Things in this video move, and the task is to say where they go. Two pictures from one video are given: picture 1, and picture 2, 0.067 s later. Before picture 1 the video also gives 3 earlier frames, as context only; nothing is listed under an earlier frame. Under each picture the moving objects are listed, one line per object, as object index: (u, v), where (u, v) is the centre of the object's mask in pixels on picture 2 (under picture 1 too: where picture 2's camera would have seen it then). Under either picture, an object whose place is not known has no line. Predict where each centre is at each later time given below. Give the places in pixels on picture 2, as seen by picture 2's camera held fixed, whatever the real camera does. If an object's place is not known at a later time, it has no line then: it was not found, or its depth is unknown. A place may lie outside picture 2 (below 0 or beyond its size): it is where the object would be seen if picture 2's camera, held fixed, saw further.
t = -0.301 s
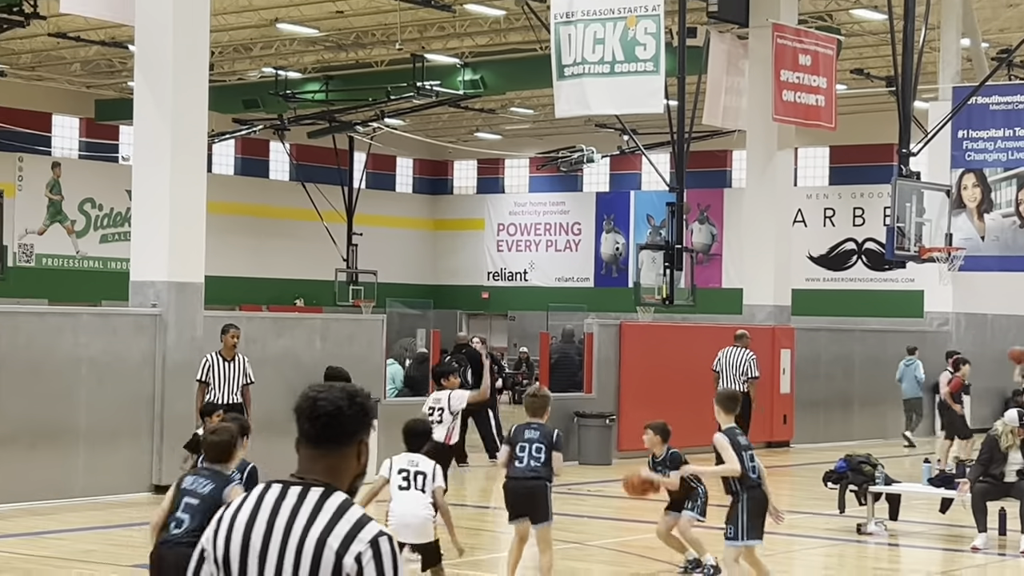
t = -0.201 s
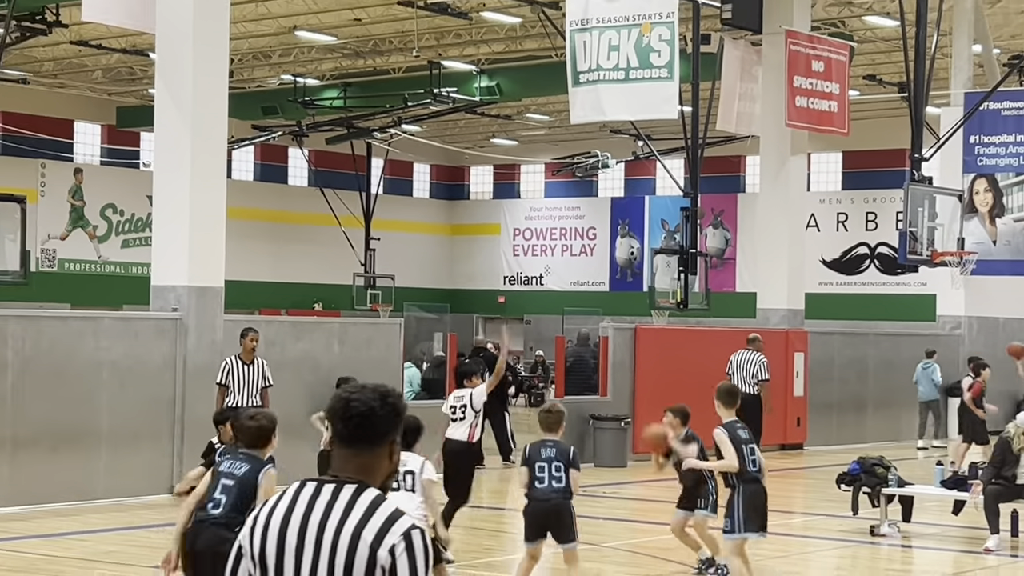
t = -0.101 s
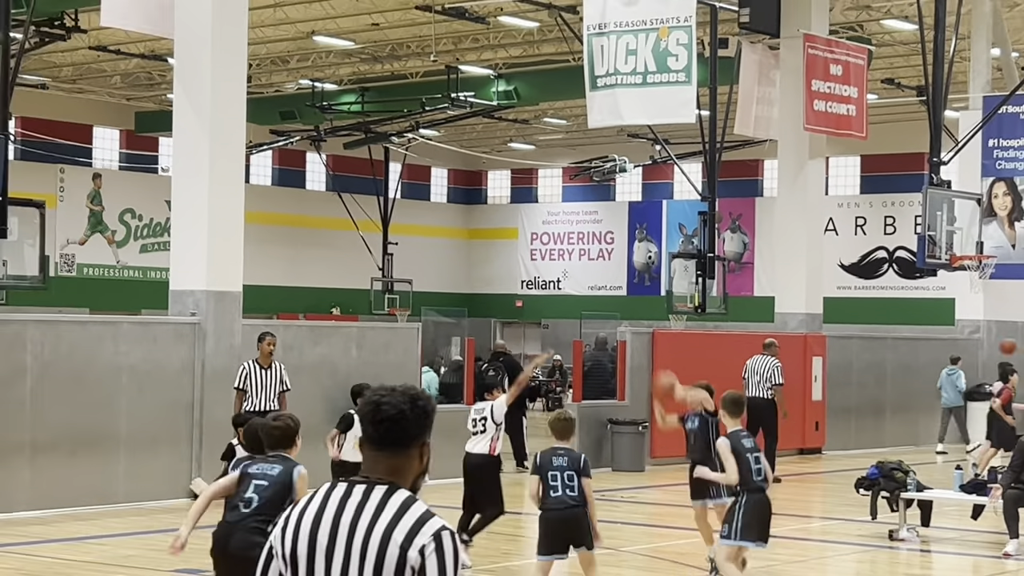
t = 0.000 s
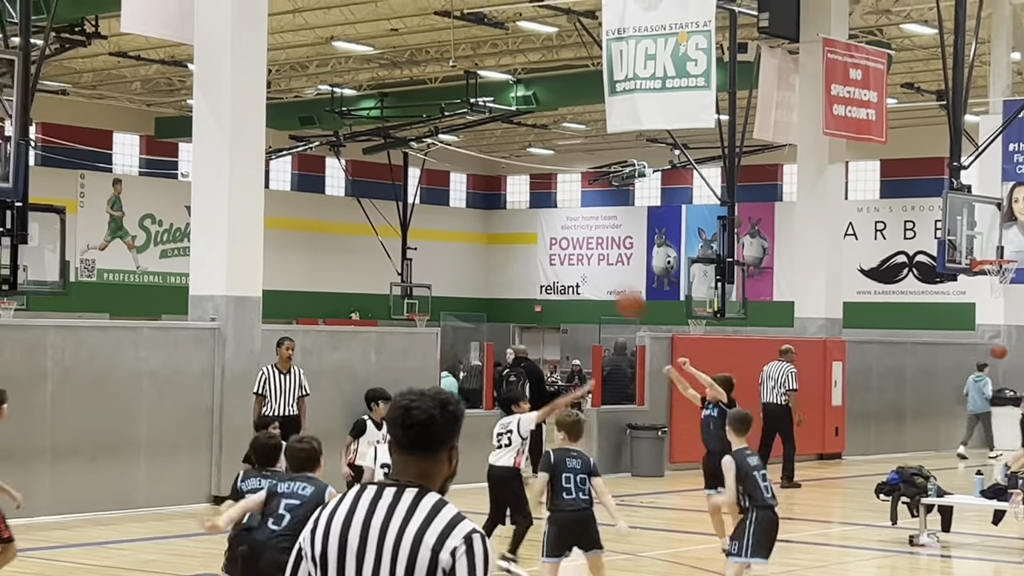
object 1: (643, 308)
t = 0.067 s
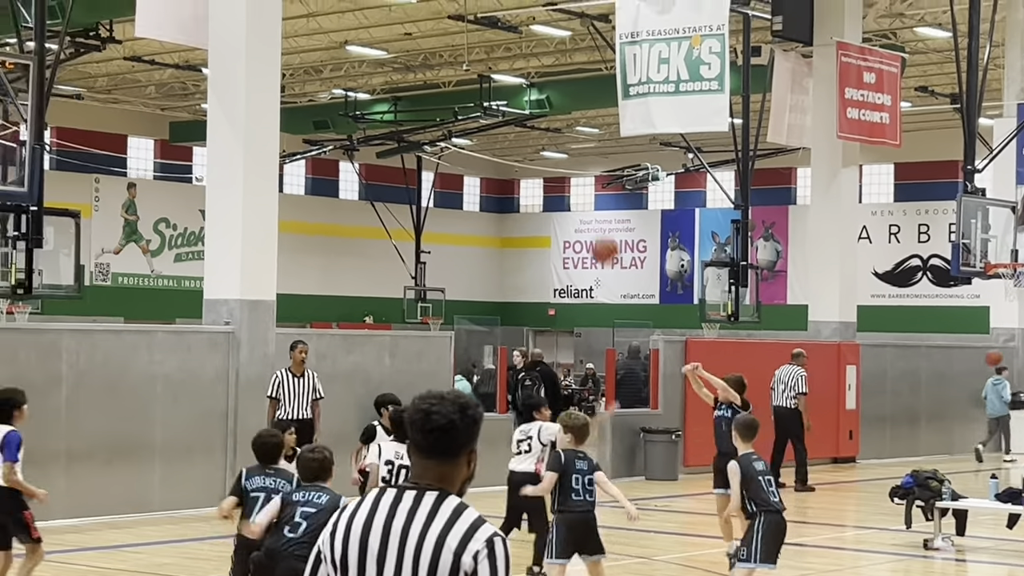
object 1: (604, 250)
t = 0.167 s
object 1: (549, 178)
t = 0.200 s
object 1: (531, 155)
